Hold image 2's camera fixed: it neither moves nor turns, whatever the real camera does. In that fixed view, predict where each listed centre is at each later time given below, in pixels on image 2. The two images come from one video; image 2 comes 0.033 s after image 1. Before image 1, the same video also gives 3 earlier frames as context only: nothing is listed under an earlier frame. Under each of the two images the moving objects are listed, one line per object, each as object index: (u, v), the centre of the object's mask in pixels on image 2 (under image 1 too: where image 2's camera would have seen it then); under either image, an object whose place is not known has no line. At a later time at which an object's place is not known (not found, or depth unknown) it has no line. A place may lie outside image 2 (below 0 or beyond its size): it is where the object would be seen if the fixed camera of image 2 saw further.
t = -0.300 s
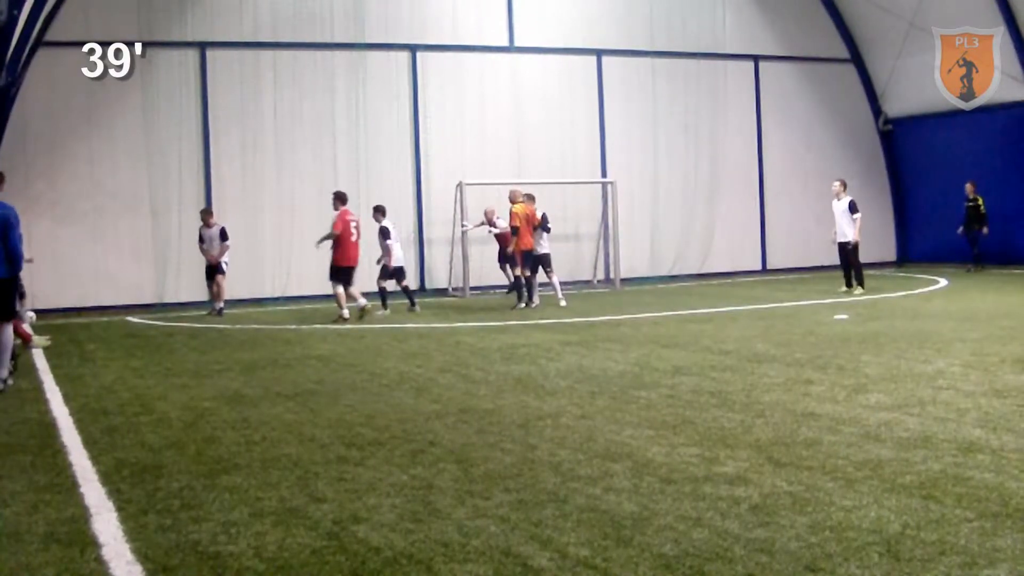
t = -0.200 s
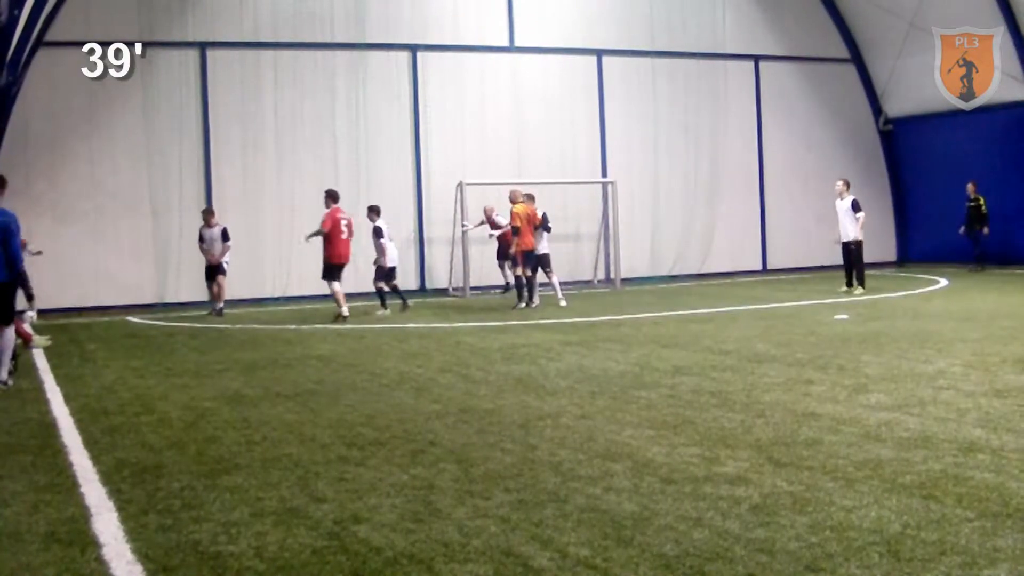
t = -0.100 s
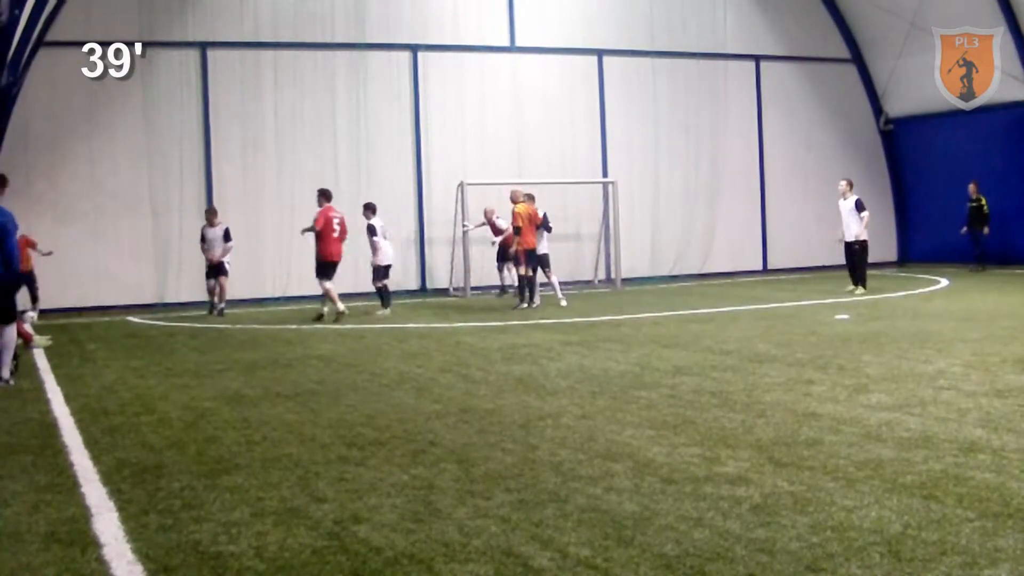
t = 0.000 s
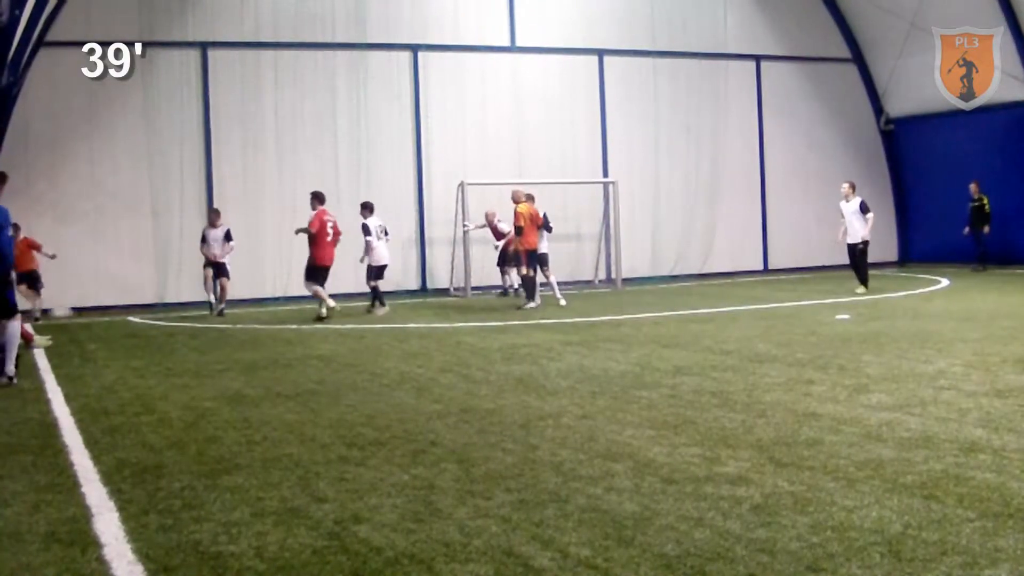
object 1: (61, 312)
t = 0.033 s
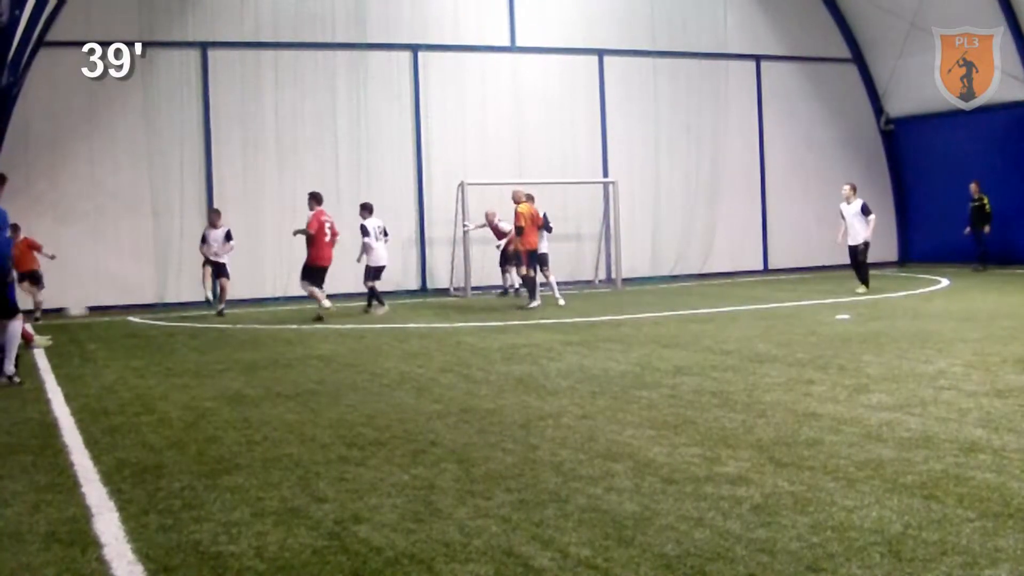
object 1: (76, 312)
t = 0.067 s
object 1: (92, 311)
